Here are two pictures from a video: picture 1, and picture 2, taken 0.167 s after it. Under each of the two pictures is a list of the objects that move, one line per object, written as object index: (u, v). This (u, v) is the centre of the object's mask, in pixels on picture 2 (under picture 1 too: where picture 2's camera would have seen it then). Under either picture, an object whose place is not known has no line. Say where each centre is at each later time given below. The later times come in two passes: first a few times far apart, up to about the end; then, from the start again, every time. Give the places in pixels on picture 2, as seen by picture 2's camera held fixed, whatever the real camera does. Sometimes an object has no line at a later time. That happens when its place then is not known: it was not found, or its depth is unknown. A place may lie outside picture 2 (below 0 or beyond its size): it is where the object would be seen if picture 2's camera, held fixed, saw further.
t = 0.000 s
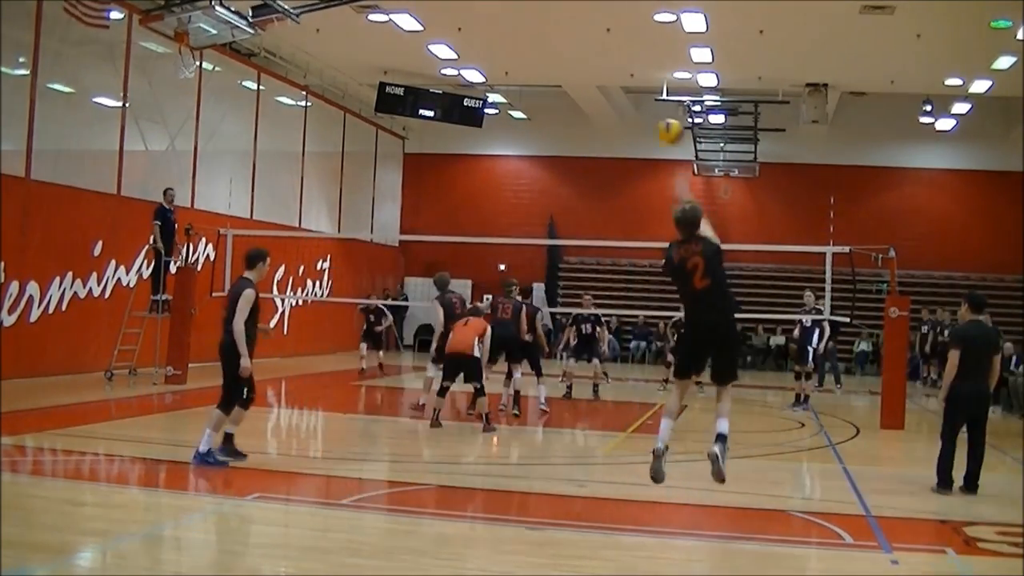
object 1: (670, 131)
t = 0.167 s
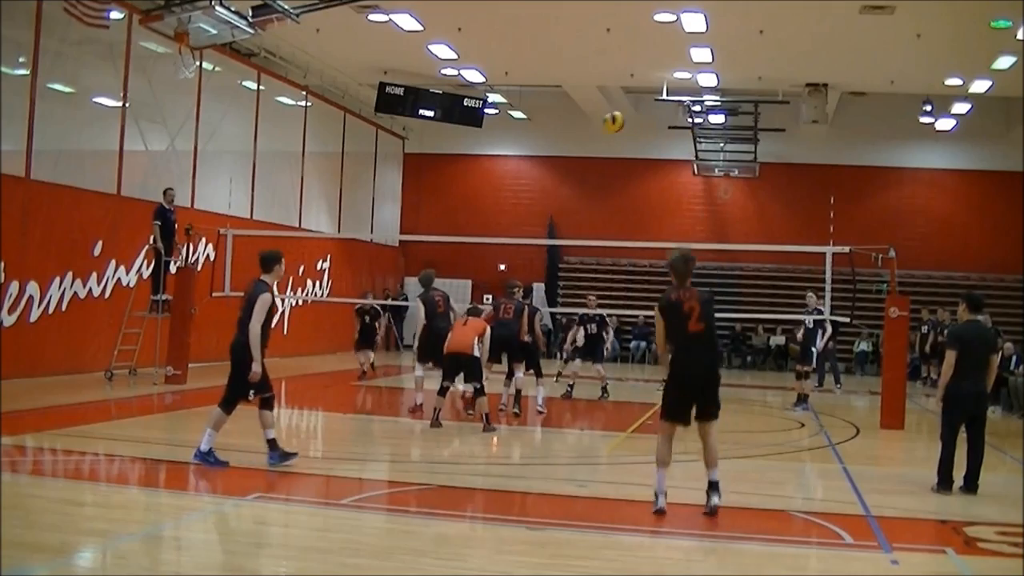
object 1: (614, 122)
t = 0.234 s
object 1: (598, 127)
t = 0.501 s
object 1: (555, 170)
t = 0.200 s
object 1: (606, 124)
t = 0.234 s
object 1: (598, 127)
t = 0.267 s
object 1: (592, 131)
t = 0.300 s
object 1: (586, 135)
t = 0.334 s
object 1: (579, 140)
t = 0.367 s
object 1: (573, 145)
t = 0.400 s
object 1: (568, 151)
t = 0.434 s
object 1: (563, 157)
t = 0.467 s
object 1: (559, 163)
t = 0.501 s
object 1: (555, 170)
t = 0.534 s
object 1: (552, 177)
